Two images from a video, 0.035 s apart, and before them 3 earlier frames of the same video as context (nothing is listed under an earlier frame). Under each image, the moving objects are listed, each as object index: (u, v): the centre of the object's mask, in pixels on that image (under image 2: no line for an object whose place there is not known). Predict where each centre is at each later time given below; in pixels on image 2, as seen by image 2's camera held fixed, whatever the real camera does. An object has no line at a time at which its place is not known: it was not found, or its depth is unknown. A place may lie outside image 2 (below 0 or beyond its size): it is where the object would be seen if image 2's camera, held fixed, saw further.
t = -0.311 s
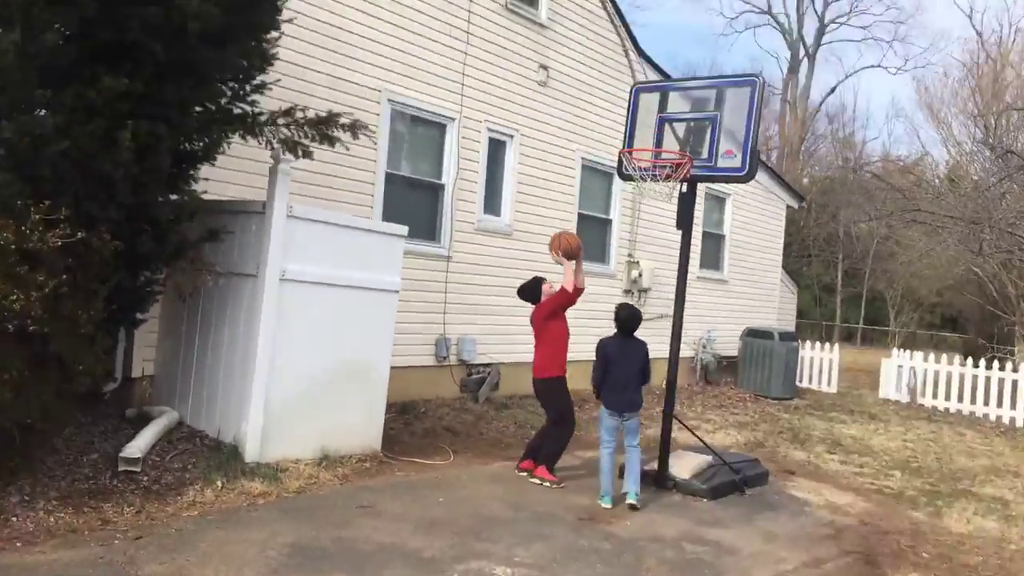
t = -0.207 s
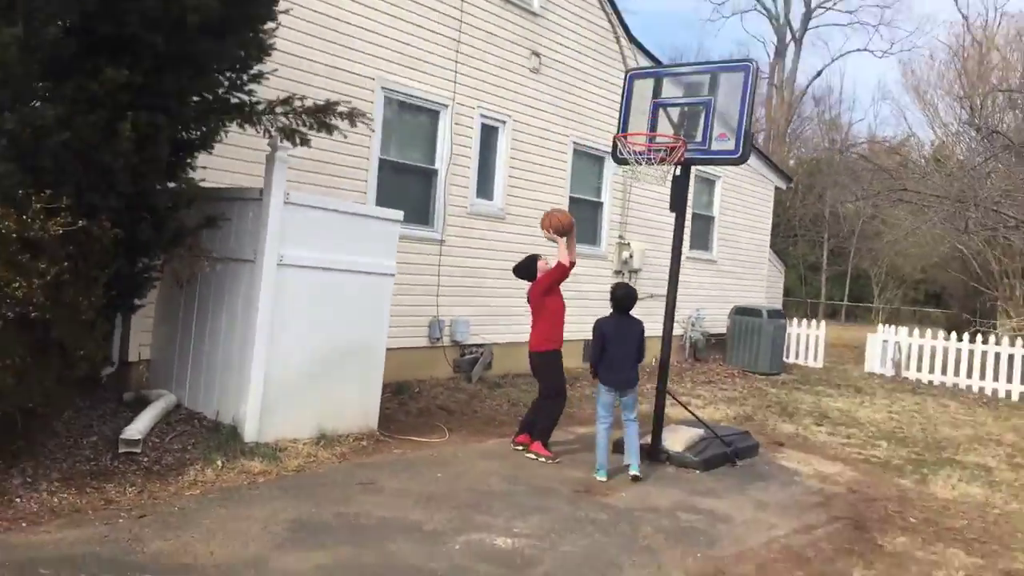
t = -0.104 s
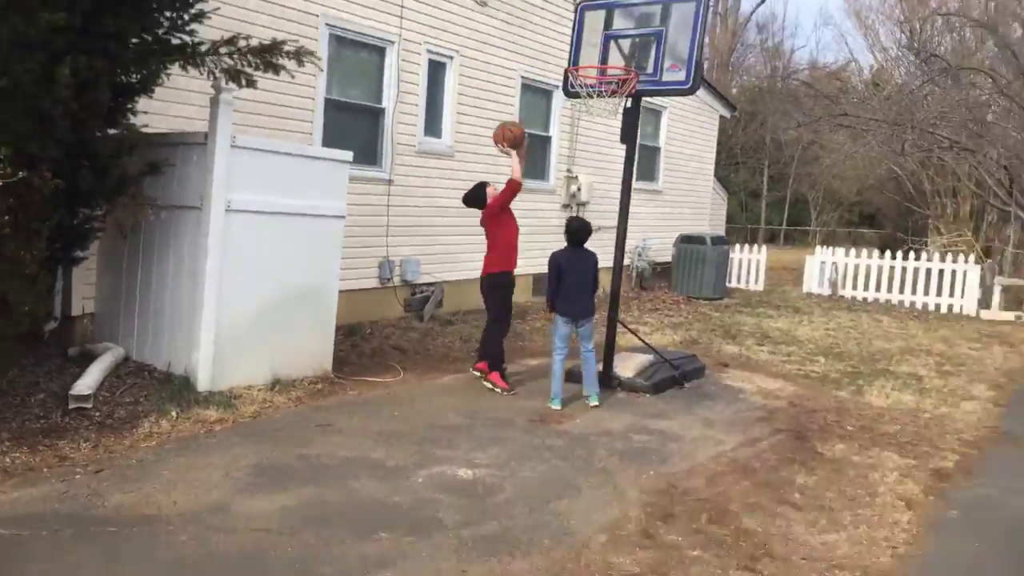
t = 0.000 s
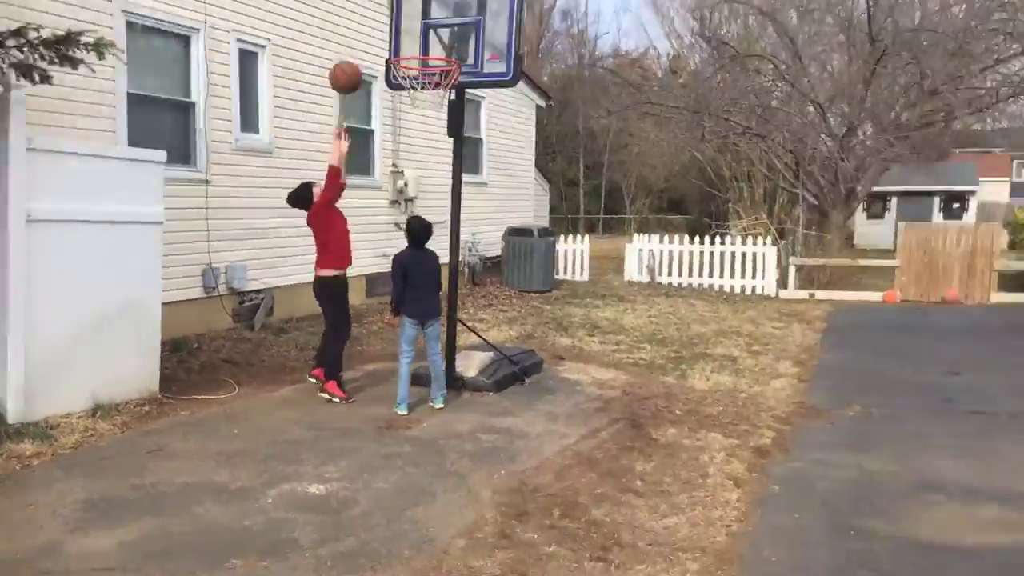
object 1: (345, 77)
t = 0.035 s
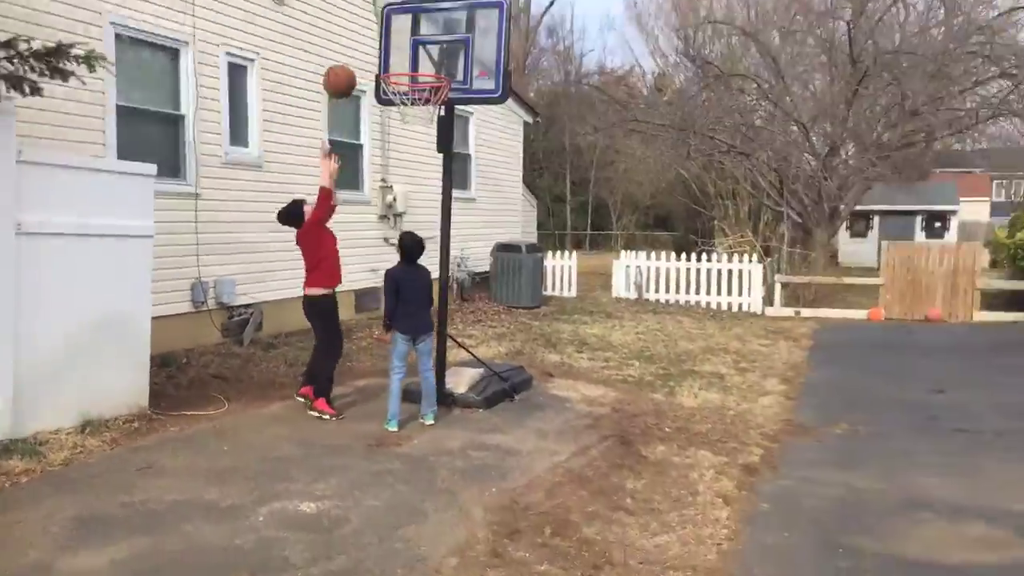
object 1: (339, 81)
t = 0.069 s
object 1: (345, 69)
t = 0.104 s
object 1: (351, 63)
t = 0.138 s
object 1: (356, 58)
